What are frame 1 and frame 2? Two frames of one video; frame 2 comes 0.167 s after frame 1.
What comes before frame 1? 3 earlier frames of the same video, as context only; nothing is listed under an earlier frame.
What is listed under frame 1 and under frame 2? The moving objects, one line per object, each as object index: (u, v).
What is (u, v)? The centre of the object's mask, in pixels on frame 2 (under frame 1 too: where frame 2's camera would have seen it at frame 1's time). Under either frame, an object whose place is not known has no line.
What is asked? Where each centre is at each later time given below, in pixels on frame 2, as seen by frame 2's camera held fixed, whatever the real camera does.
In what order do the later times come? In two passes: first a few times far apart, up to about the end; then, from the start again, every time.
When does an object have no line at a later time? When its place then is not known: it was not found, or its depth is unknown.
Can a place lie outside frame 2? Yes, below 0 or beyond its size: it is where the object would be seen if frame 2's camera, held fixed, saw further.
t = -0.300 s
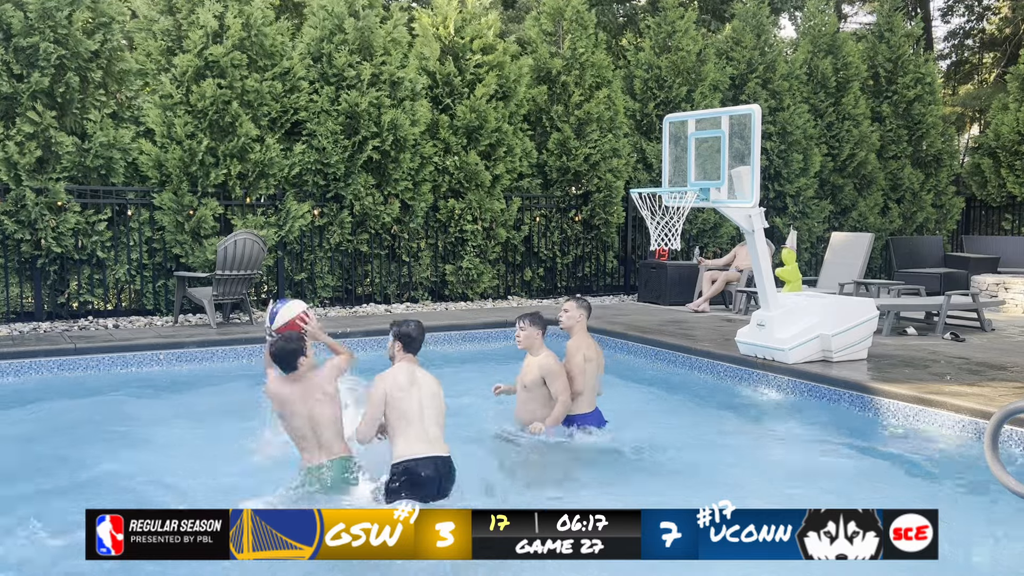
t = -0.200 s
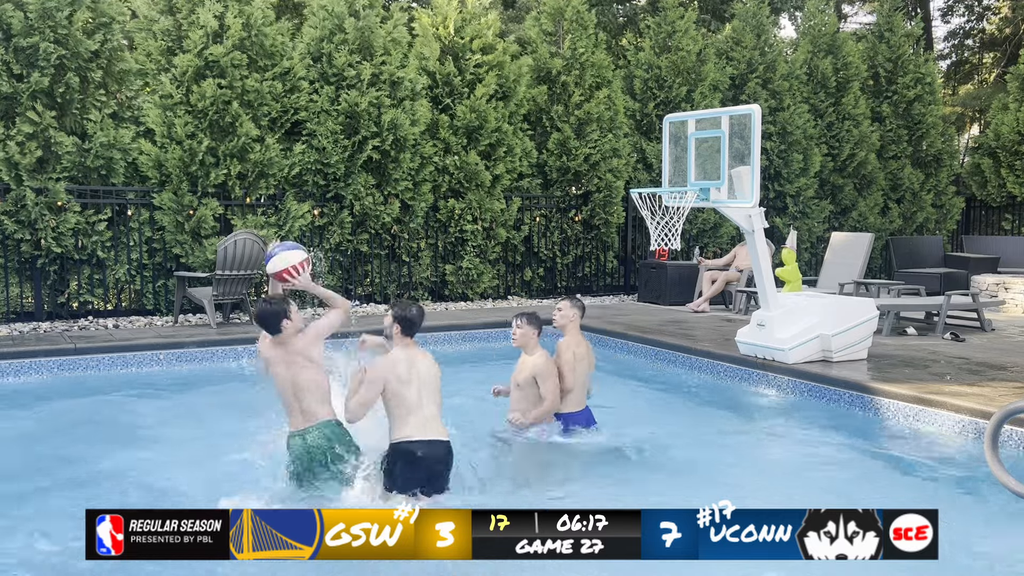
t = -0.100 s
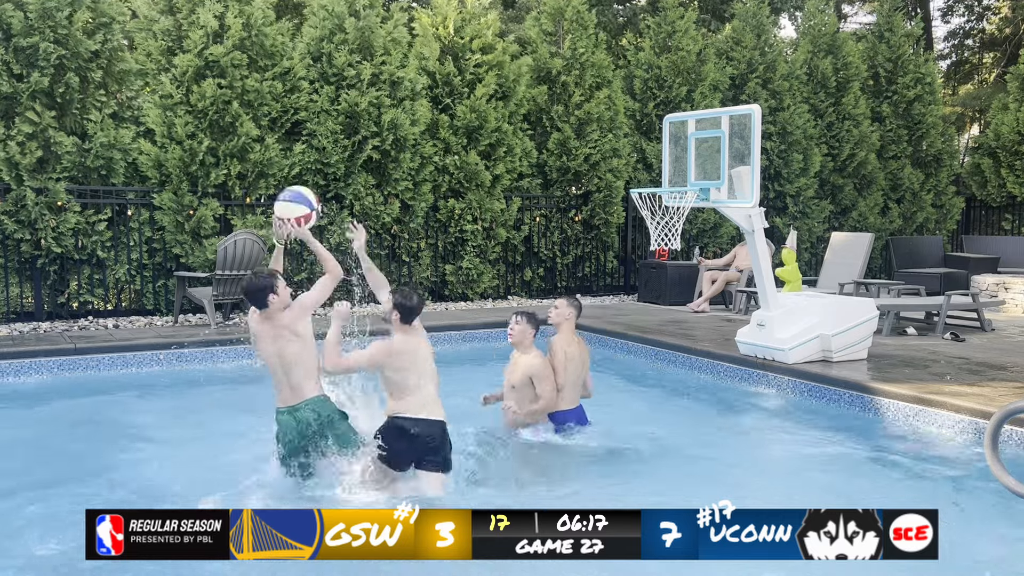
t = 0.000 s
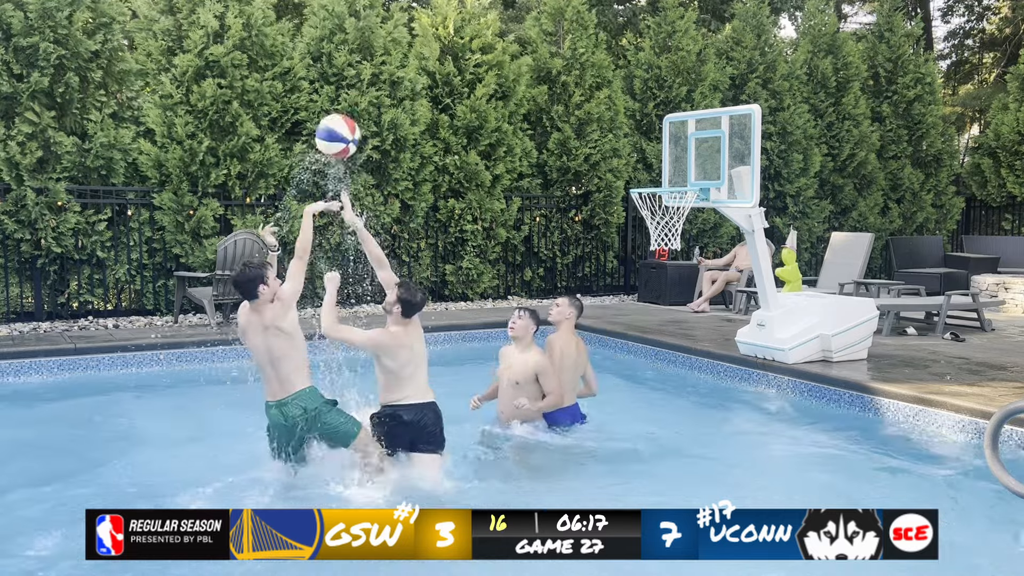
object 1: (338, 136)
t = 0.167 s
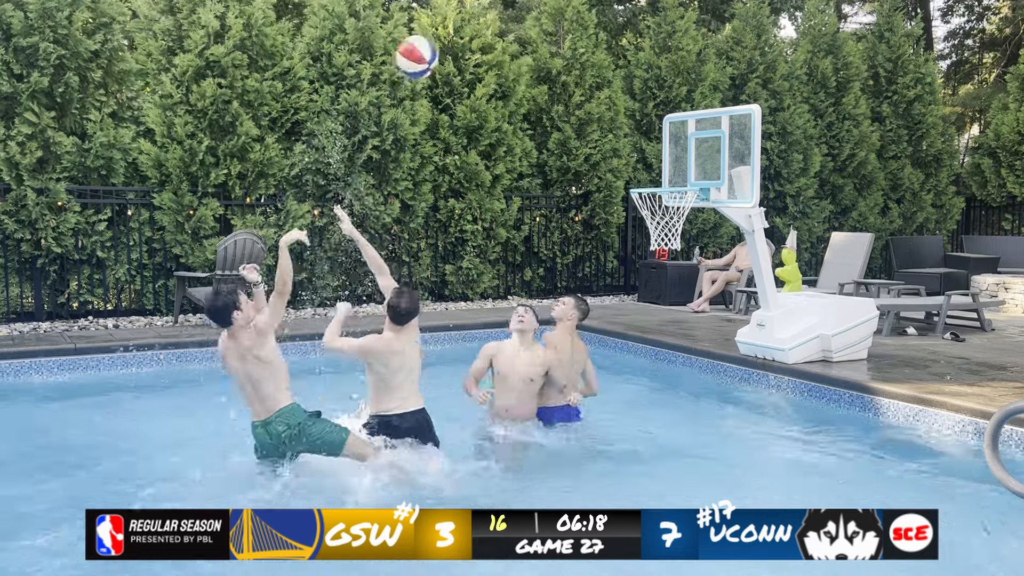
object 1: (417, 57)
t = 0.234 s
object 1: (446, 40)
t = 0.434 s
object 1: (527, 36)
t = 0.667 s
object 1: (607, 107)
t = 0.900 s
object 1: (680, 206)
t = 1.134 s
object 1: (682, 223)
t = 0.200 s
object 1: (432, 47)
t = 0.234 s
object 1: (446, 40)
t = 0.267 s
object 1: (460, 35)
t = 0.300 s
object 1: (474, 31)
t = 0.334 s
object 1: (488, 30)
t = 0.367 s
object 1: (501, 30)
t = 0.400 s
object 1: (513, 33)
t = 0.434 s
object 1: (527, 36)
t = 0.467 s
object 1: (539, 42)
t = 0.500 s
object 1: (551, 49)
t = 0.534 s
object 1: (563, 57)
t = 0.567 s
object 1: (574, 67)
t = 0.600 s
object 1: (585, 79)
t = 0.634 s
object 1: (596, 92)
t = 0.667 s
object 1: (607, 107)
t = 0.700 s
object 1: (617, 122)
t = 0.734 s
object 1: (627, 139)
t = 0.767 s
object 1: (637, 157)
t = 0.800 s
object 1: (646, 174)
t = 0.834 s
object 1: (658, 187)
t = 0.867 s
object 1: (669, 199)
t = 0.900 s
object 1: (680, 206)
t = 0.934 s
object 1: (686, 209)
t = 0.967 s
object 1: (687, 209)
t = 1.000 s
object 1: (687, 210)
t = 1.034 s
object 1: (687, 211)
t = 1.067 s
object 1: (685, 214)
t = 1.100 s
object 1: (684, 219)
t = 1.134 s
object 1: (682, 223)
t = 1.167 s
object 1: (680, 231)
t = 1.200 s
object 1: (679, 239)
